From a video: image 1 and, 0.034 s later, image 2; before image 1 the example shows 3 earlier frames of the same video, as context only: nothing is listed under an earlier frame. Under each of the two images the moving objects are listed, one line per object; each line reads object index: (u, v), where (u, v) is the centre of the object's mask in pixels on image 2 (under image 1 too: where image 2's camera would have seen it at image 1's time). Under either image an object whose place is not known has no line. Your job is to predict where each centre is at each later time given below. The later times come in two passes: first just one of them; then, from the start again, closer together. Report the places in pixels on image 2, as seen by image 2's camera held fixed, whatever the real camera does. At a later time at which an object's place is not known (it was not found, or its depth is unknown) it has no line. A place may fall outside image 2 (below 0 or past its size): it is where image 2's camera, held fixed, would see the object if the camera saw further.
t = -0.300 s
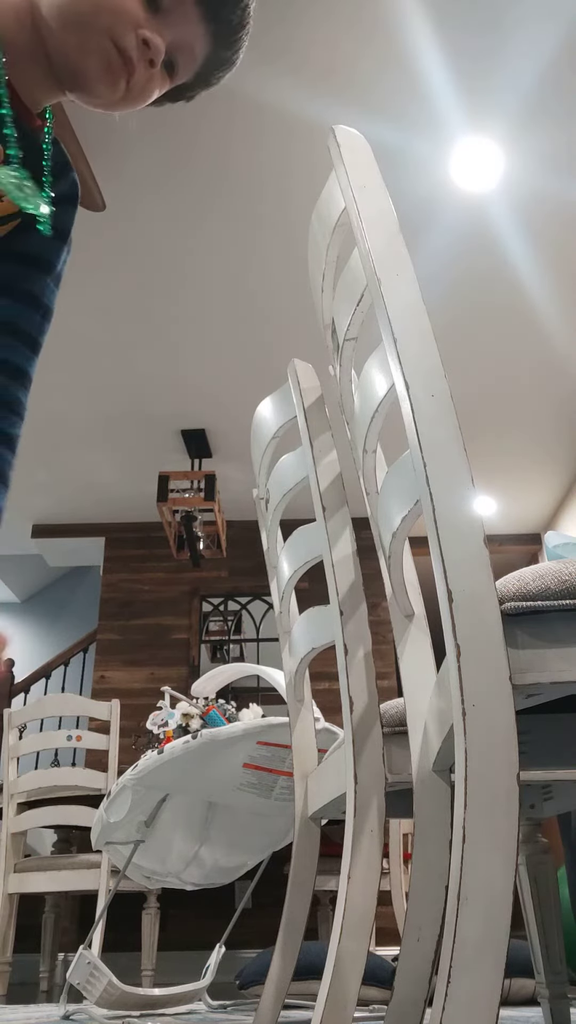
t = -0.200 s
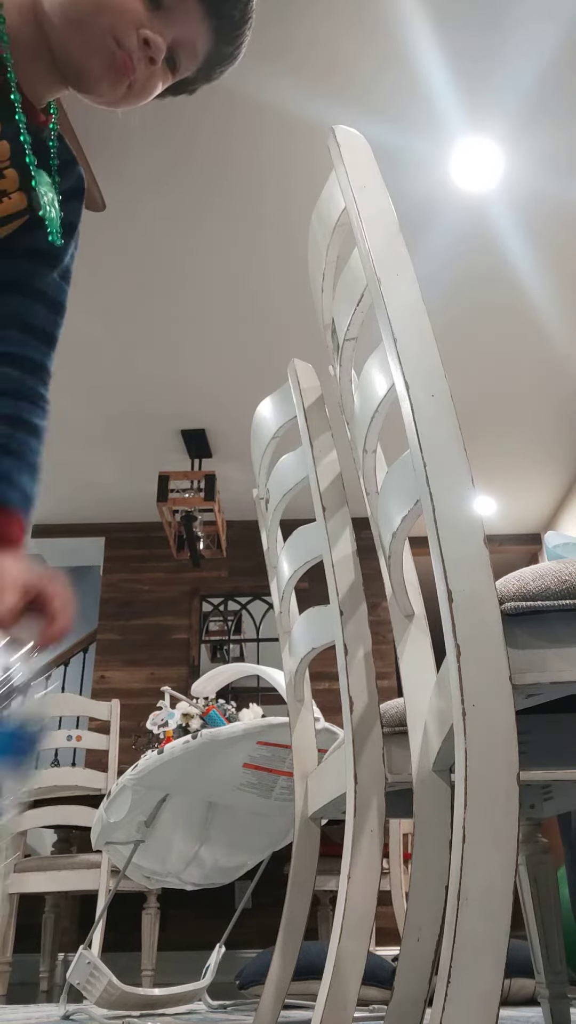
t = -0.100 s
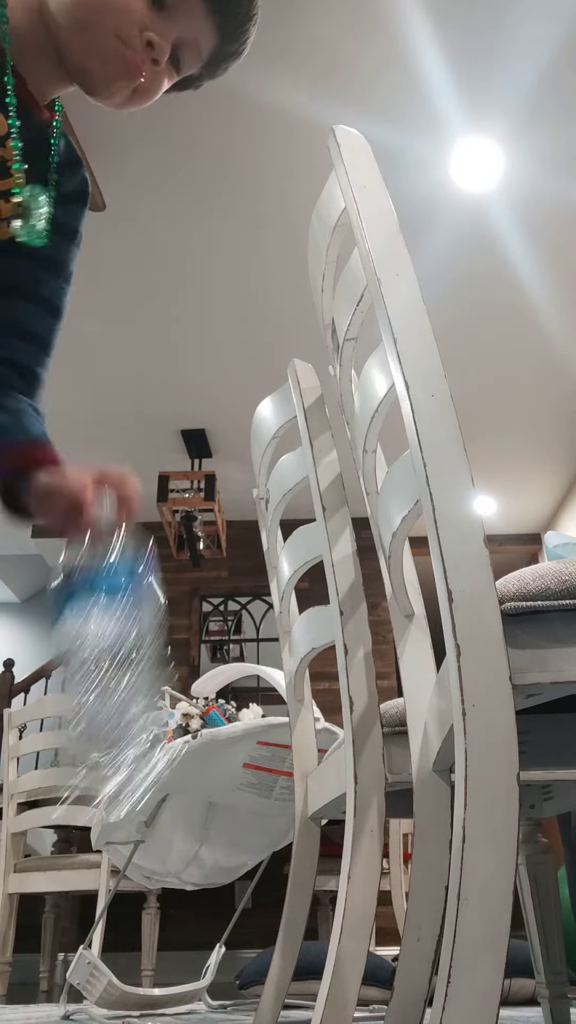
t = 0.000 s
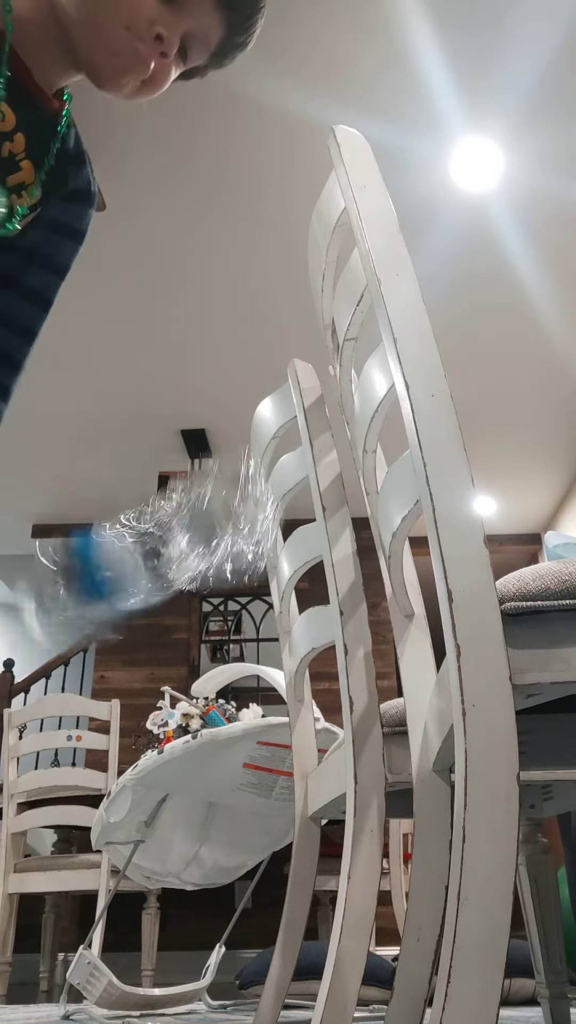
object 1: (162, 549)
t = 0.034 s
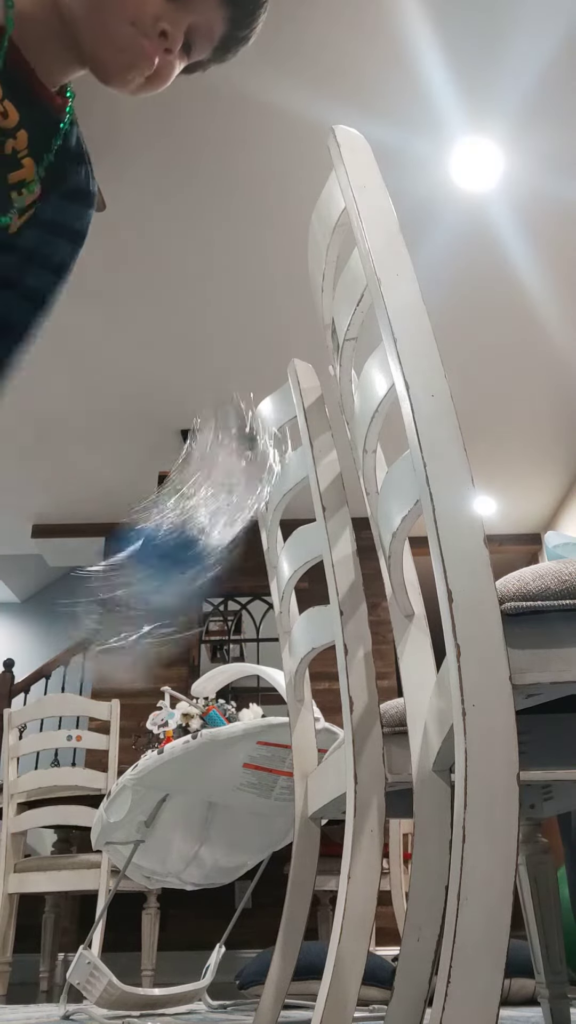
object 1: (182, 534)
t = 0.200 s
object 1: (349, 429)
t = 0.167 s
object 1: (337, 419)
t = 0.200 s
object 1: (349, 429)
